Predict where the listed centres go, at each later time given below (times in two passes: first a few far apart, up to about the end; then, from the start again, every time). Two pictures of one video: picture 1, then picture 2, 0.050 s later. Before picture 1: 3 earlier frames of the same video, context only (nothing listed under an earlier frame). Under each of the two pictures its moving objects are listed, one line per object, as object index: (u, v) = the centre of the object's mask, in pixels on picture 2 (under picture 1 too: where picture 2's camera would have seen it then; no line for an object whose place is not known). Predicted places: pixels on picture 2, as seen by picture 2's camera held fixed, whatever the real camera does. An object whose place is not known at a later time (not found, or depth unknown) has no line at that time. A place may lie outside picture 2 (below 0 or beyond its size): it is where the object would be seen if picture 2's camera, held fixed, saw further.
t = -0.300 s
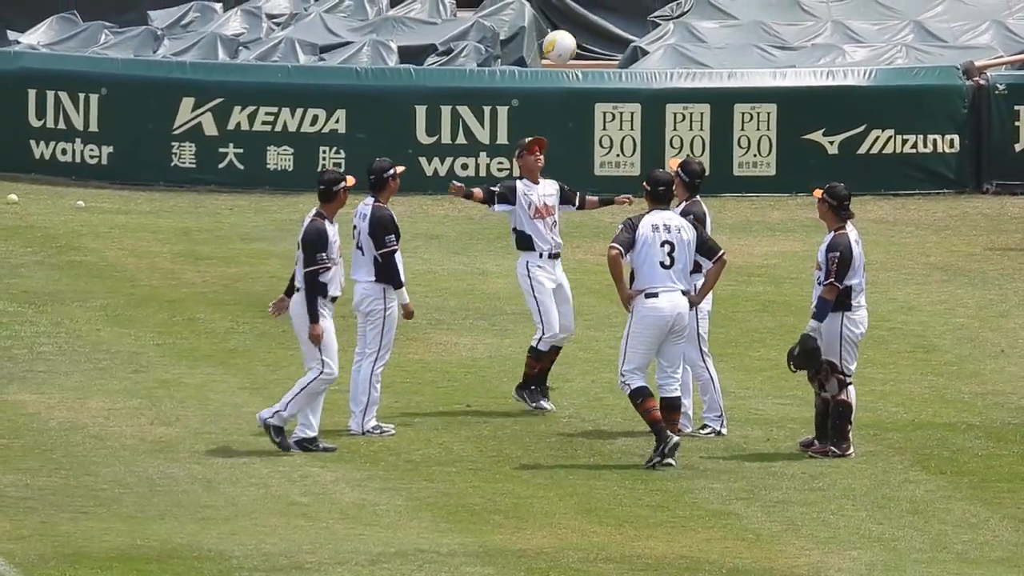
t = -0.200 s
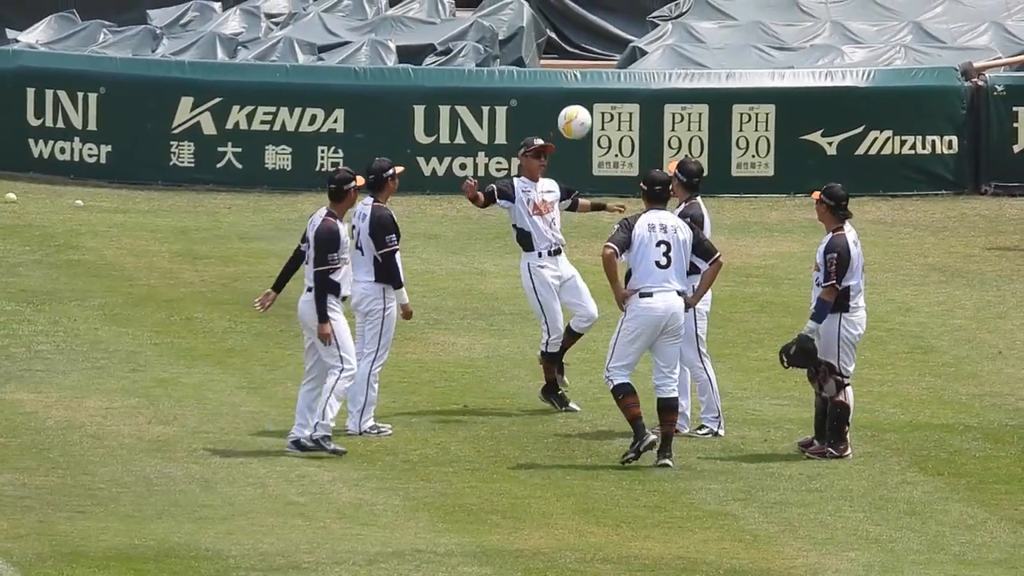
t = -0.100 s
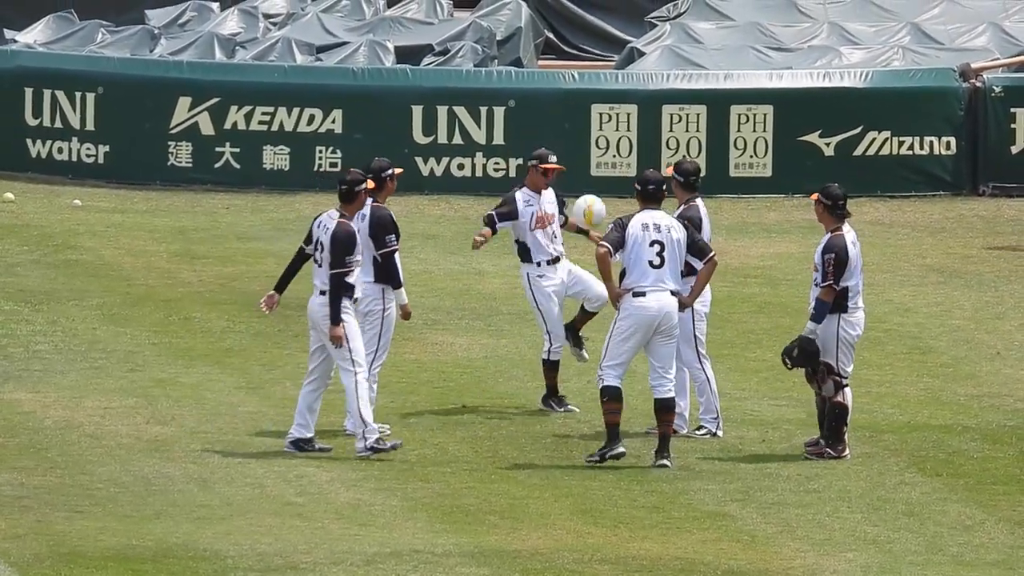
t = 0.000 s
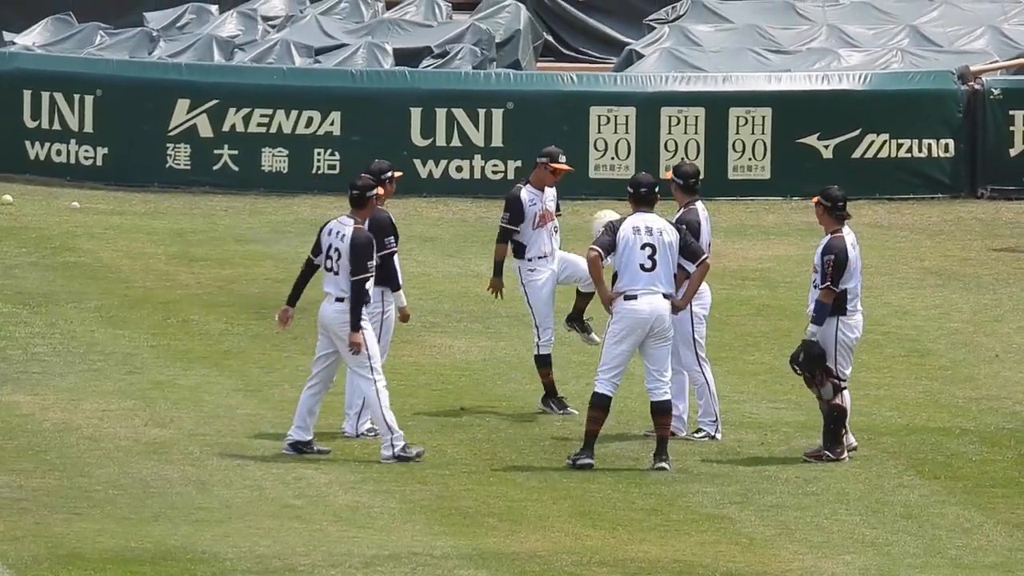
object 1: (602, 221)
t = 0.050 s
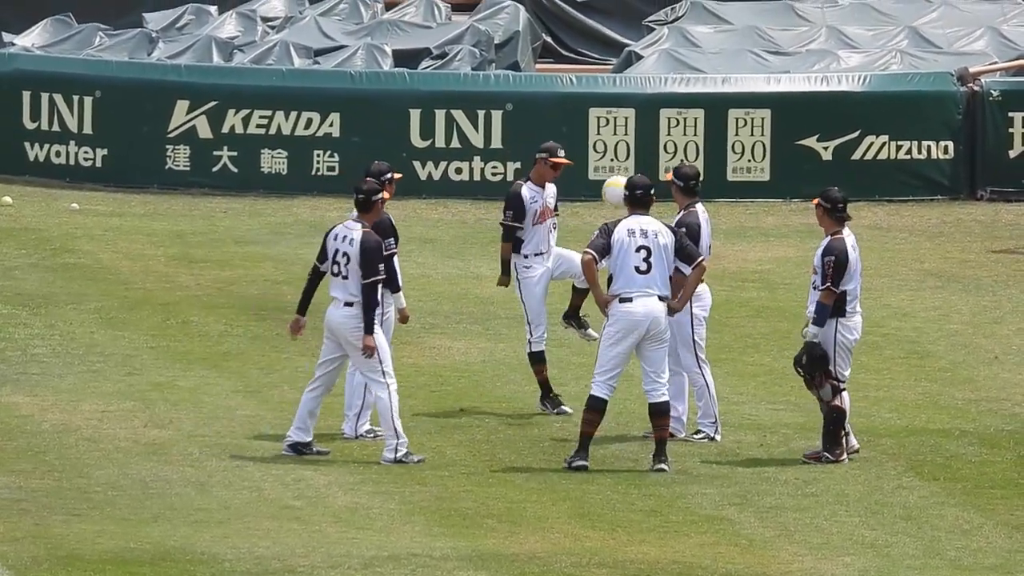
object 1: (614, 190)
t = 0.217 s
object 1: (660, 99)
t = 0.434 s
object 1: (715, 38)
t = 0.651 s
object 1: (770, 46)
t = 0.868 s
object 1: (825, 126)
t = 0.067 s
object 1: (619, 178)
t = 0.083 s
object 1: (626, 168)
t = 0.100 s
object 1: (631, 160)
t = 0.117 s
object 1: (635, 150)
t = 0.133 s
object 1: (640, 140)
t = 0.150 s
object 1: (643, 132)
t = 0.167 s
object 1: (647, 123)
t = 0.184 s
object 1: (651, 114)
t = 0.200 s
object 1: (655, 106)
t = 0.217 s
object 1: (660, 99)
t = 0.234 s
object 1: (664, 92)
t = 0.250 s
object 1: (668, 85)
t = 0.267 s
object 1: (673, 78)
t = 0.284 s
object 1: (676, 72)
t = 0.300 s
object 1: (681, 67)
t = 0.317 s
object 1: (685, 62)
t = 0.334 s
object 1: (689, 57)
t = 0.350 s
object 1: (694, 53)
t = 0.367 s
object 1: (698, 49)
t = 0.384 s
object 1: (702, 46)
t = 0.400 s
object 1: (706, 43)
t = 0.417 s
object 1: (710, 40)
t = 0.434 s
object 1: (715, 38)
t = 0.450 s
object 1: (719, 36)
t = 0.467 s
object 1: (723, 34)
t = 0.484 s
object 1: (727, 33)
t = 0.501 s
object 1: (732, 32)
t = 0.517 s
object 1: (736, 32)
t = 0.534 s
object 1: (741, 32)
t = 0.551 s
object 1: (745, 33)
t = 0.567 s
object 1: (749, 34)
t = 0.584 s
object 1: (753, 36)
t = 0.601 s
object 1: (758, 38)
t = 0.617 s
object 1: (762, 40)
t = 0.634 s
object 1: (766, 43)
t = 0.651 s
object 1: (770, 46)
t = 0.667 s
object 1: (775, 50)
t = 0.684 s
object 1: (779, 54)
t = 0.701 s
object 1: (783, 58)
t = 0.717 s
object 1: (787, 63)
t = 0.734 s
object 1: (792, 68)
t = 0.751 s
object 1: (796, 74)
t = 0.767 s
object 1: (800, 80)
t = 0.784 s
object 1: (804, 87)
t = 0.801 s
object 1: (809, 94)
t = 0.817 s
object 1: (813, 102)
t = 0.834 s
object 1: (817, 110)
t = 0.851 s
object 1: (821, 118)
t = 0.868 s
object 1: (825, 126)
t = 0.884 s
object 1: (829, 136)
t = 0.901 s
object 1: (834, 145)
